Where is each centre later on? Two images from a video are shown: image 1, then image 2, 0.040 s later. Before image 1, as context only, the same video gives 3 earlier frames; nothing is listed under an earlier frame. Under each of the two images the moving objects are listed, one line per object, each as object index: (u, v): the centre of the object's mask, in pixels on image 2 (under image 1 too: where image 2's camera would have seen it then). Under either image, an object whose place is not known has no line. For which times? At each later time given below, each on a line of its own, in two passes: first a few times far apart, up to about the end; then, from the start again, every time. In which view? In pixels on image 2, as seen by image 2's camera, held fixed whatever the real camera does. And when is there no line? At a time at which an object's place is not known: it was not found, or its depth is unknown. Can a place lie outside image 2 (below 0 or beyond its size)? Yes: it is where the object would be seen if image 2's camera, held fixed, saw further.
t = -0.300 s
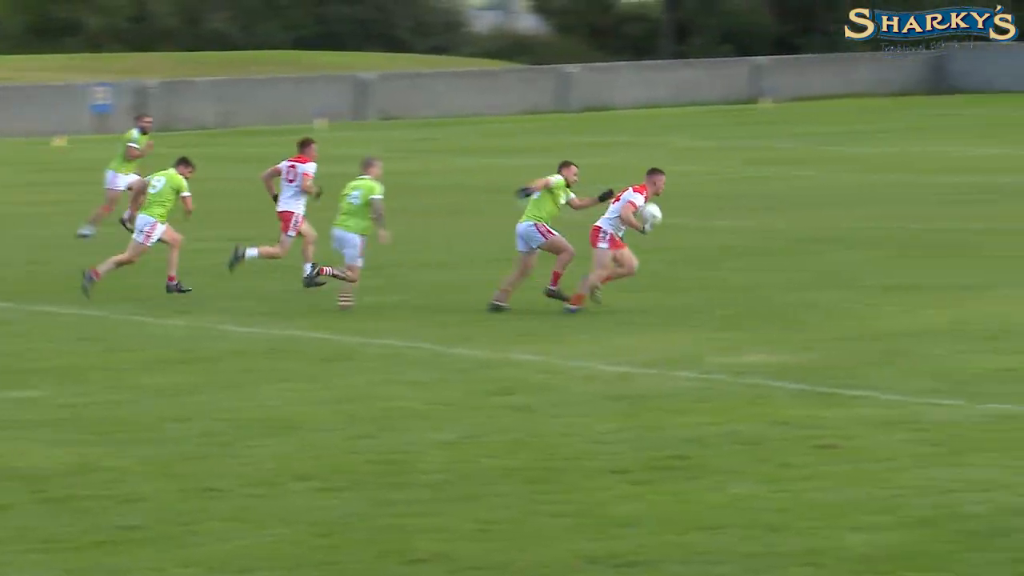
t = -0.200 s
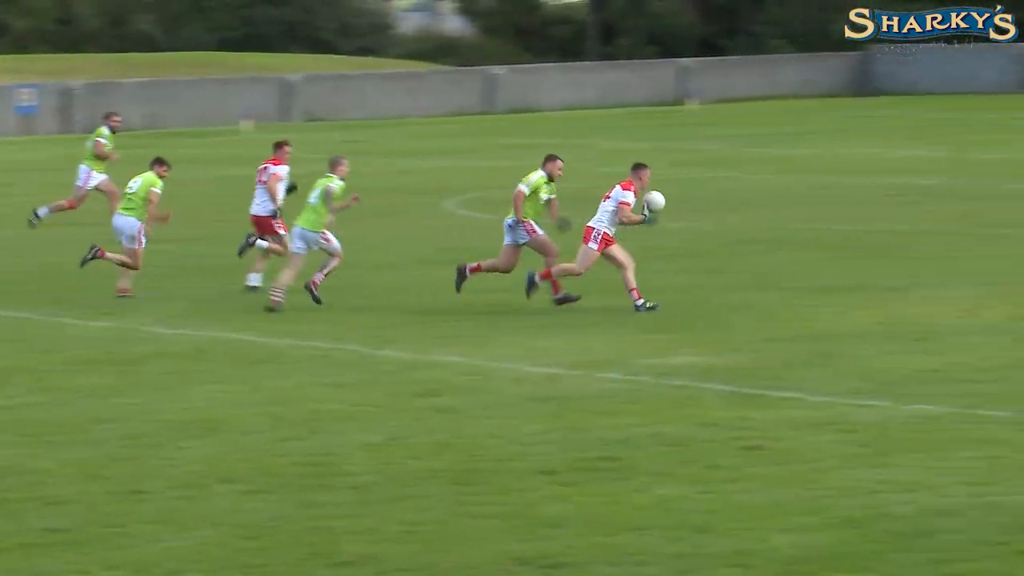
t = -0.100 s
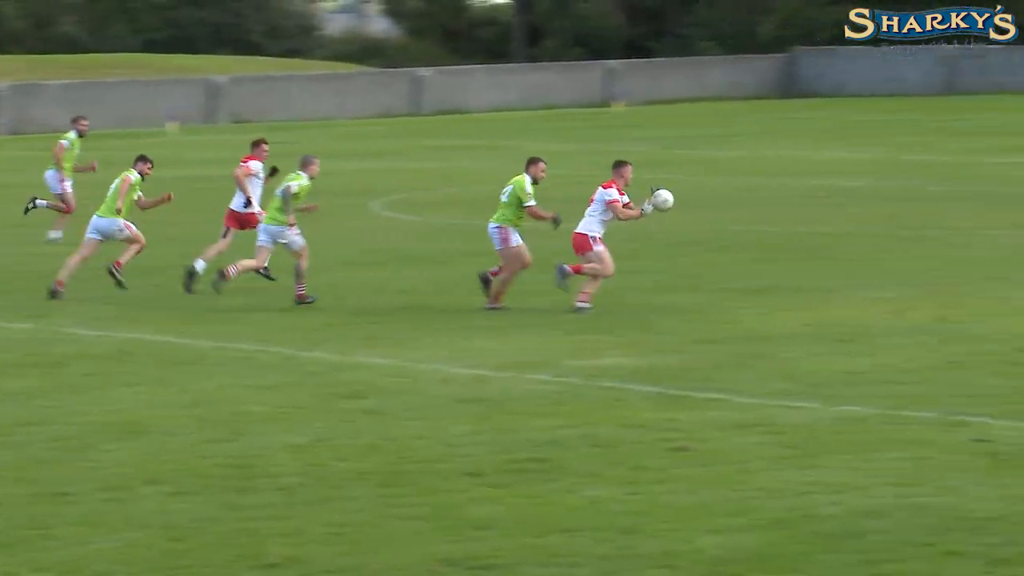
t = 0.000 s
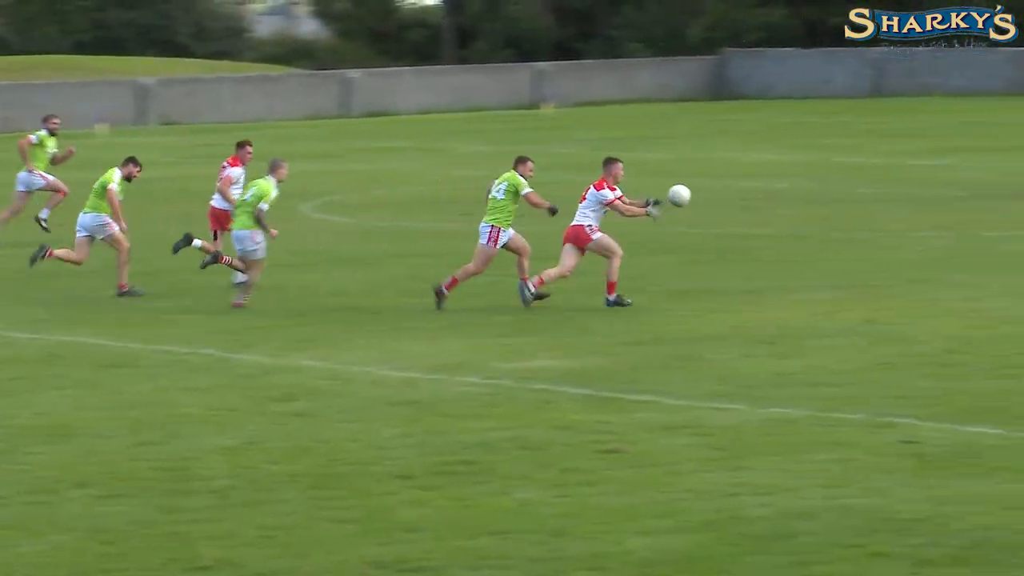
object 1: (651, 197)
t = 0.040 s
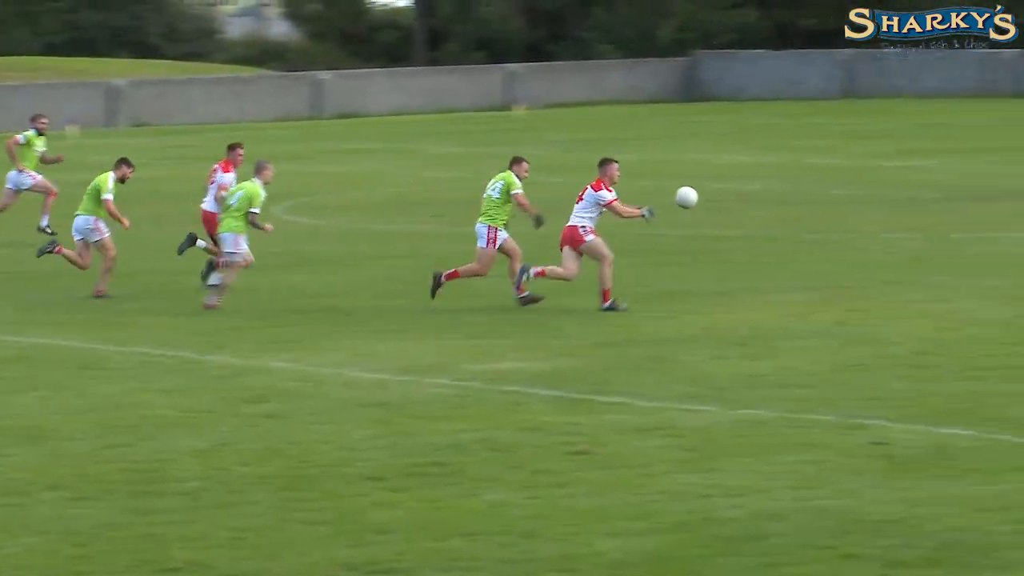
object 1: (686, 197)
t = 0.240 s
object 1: (863, 221)
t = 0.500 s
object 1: (1085, 289)
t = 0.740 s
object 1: (1182, 255)
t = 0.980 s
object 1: (1284, 279)
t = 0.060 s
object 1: (703, 198)
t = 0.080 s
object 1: (721, 199)
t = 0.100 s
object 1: (738, 200)
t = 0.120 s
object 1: (756, 202)
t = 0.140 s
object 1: (774, 204)
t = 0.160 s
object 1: (792, 207)
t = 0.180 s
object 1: (809, 210)
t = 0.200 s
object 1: (826, 213)
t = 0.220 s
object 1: (844, 217)
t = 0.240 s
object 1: (863, 221)
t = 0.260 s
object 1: (881, 226)
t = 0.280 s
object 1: (899, 230)
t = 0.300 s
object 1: (917, 236)
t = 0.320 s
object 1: (936, 241)
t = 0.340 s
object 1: (954, 247)
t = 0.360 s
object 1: (972, 254)
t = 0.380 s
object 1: (990, 261)
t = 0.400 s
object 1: (1008, 268)
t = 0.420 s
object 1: (1026, 276)
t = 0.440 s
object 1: (1044, 284)
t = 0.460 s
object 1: (1063, 293)
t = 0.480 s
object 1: (1075, 294)
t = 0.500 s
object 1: (1085, 289)
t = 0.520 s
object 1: (1091, 284)
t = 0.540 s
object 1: (1100, 280)
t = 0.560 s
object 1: (1108, 275)
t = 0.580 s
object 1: (1116, 271)
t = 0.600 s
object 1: (1125, 268)
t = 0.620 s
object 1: (1133, 265)
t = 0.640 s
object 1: (1142, 262)
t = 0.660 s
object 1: (1150, 260)
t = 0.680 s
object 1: (1157, 258)
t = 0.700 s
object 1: (1165, 257)
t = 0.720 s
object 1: (1174, 255)
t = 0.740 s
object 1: (1182, 255)
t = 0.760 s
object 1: (1191, 254)
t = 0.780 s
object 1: (1199, 254)
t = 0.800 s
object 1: (1208, 255)
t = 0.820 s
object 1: (1216, 256)
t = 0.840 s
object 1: (1225, 257)
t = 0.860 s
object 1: (1233, 259)
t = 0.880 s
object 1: (1242, 261)
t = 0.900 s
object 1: (1249, 264)
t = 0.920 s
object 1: (1257, 268)
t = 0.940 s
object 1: (1266, 272)
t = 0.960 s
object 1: (1275, 275)
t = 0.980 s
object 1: (1284, 279)
